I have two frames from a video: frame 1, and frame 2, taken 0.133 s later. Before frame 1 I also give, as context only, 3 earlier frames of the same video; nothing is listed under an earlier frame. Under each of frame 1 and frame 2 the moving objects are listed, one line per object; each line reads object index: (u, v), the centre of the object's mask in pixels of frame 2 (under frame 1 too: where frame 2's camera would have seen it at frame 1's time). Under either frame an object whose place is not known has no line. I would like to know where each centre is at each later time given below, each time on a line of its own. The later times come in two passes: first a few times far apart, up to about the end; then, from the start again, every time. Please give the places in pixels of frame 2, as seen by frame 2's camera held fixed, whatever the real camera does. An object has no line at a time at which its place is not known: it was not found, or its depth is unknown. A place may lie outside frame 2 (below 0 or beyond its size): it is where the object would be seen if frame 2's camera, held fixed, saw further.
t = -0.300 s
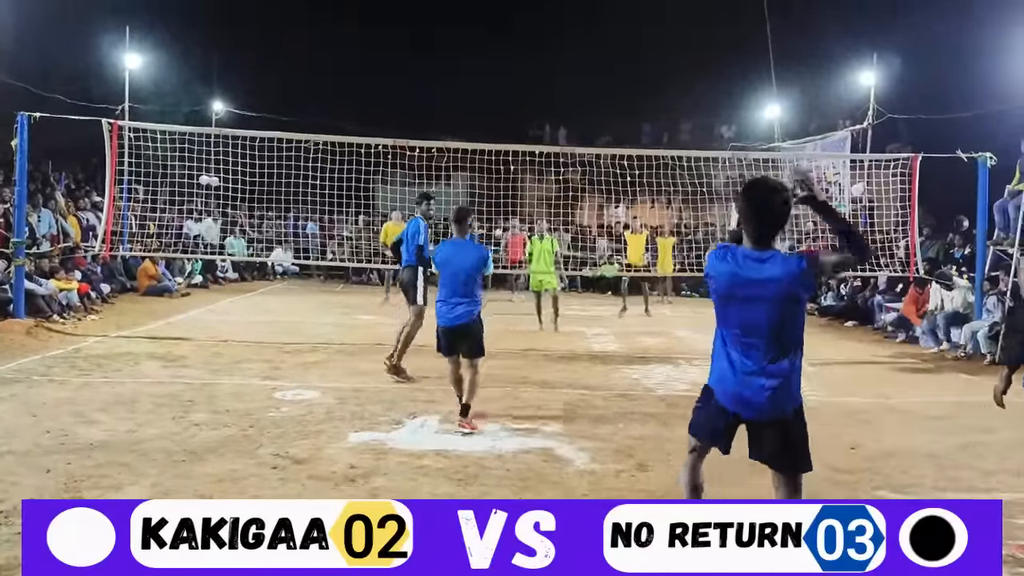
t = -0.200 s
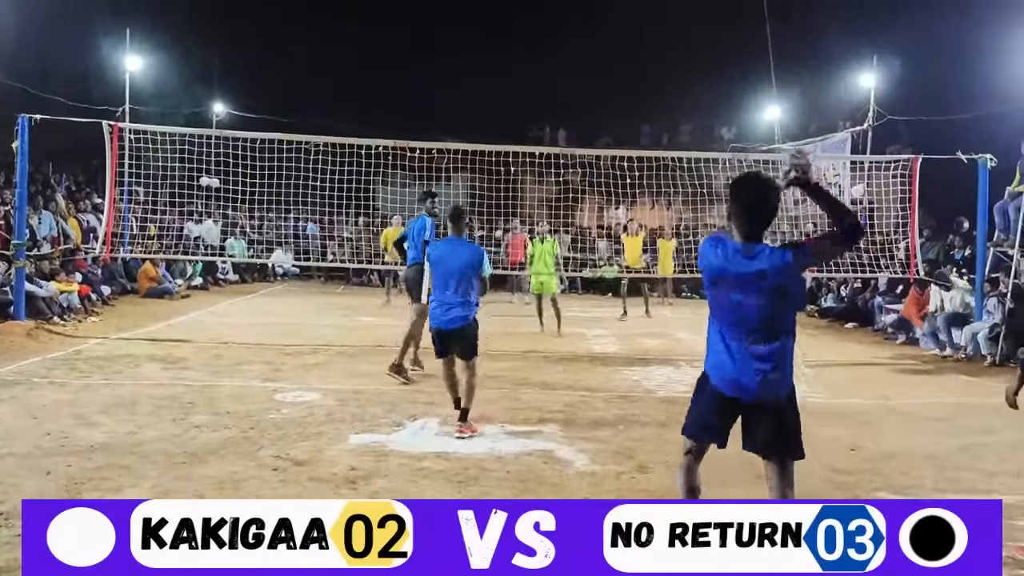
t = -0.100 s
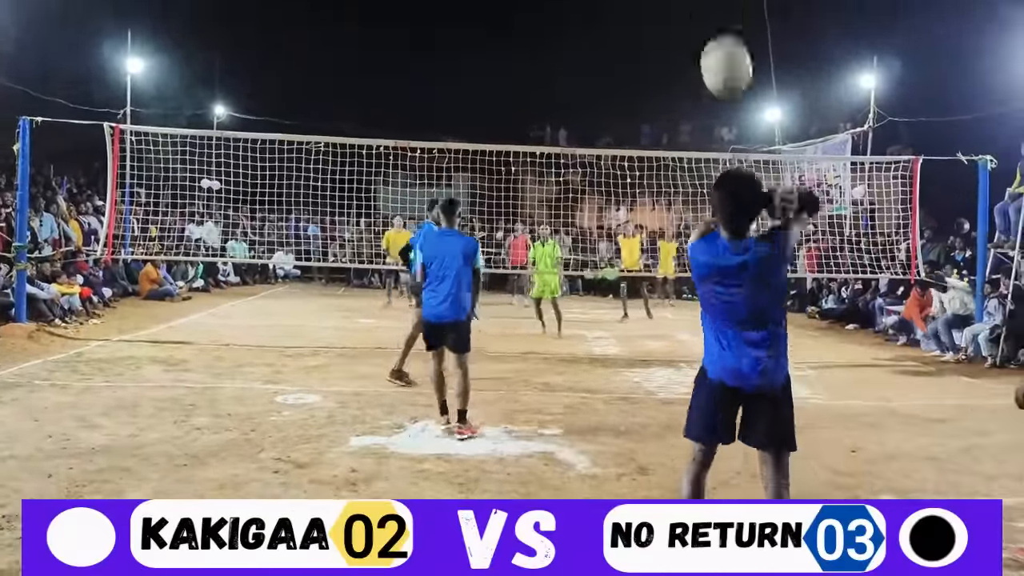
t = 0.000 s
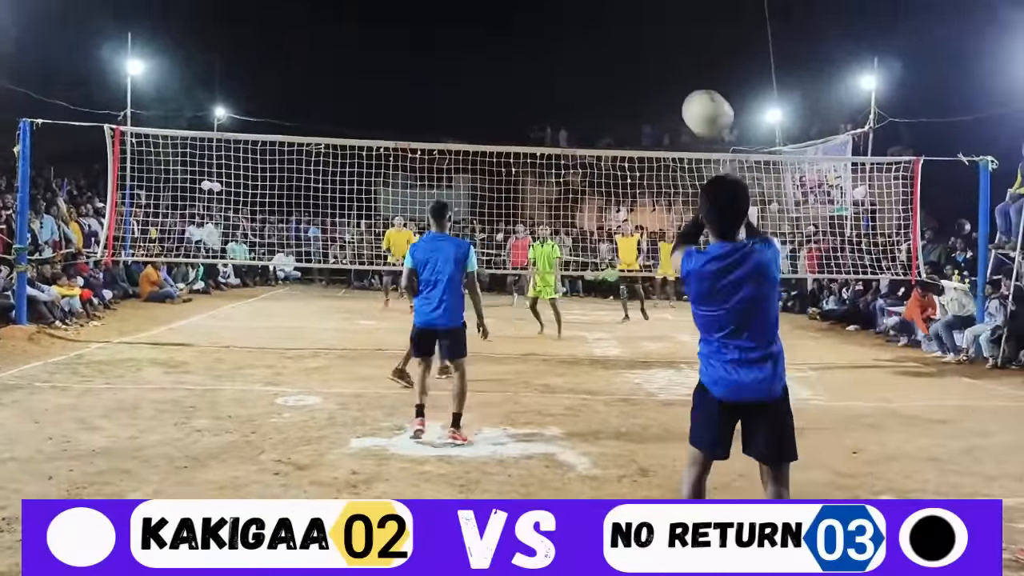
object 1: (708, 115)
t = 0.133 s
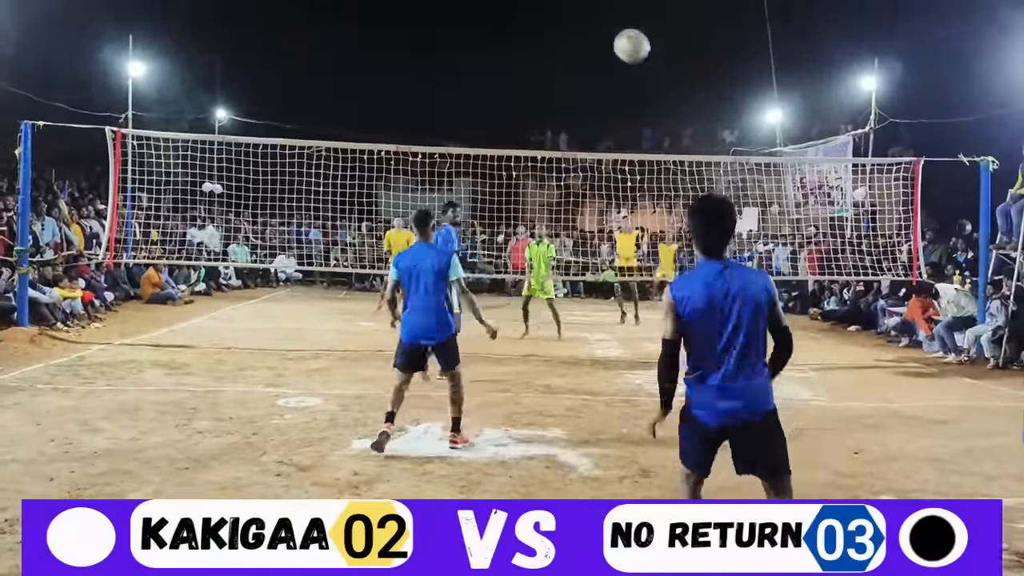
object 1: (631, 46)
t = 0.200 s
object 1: (606, 34)
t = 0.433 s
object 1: (545, 43)
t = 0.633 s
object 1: (511, 79)
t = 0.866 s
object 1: (483, 139)
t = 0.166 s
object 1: (618, 39)
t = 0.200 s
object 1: (606, 34)
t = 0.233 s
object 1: (595, 31)
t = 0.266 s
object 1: (585, 30)
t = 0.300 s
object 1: (576, 30)
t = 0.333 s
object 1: (567, 32)
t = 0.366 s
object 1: (559, 35)
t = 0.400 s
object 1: (552, 38)
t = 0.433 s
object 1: (545, 43)
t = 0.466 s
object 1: (539, 47)
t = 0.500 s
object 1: (533, 53)
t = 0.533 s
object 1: (527, 59)
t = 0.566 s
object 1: (522, 65)
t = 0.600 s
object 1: (516, 72)
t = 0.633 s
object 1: (511, 79)
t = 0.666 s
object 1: (507, 87)
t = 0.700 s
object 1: (502, 95)
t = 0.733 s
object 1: (498, 103)
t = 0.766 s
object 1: (494, 112)
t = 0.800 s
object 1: (490, 120)
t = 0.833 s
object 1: (486, 129)
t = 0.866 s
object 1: (483, 139)
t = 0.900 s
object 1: (479, 149)
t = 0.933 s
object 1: (475, 159)
